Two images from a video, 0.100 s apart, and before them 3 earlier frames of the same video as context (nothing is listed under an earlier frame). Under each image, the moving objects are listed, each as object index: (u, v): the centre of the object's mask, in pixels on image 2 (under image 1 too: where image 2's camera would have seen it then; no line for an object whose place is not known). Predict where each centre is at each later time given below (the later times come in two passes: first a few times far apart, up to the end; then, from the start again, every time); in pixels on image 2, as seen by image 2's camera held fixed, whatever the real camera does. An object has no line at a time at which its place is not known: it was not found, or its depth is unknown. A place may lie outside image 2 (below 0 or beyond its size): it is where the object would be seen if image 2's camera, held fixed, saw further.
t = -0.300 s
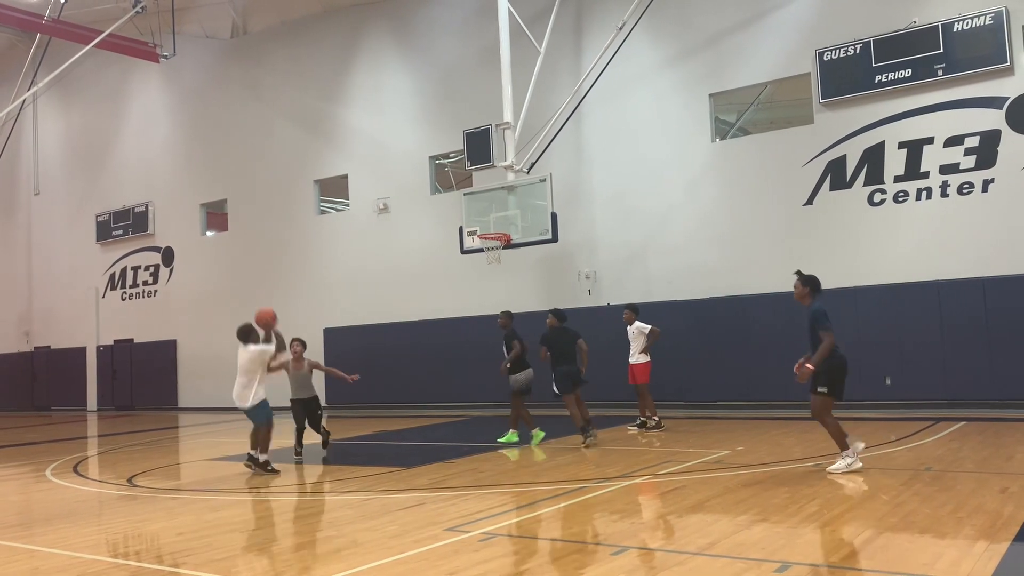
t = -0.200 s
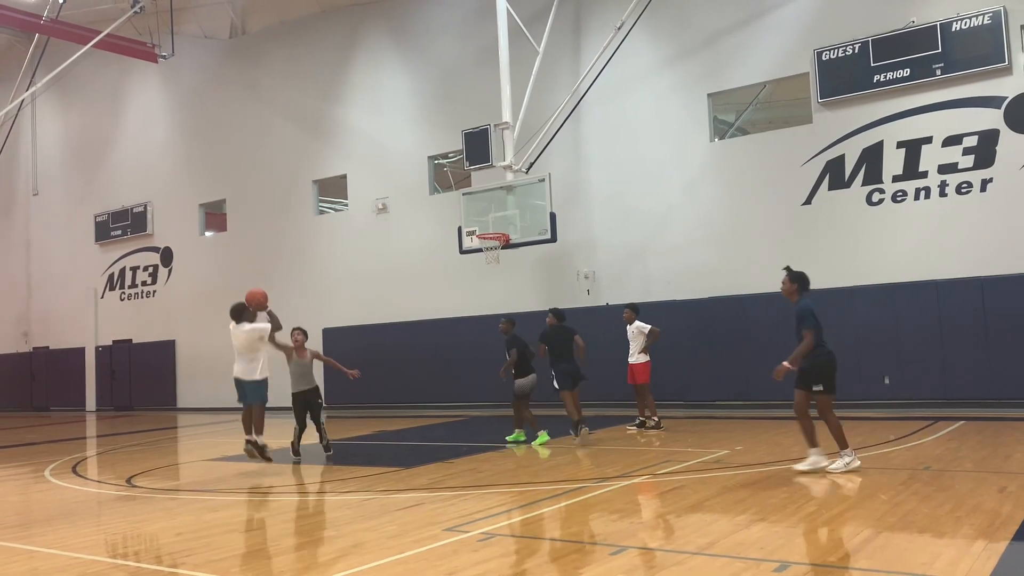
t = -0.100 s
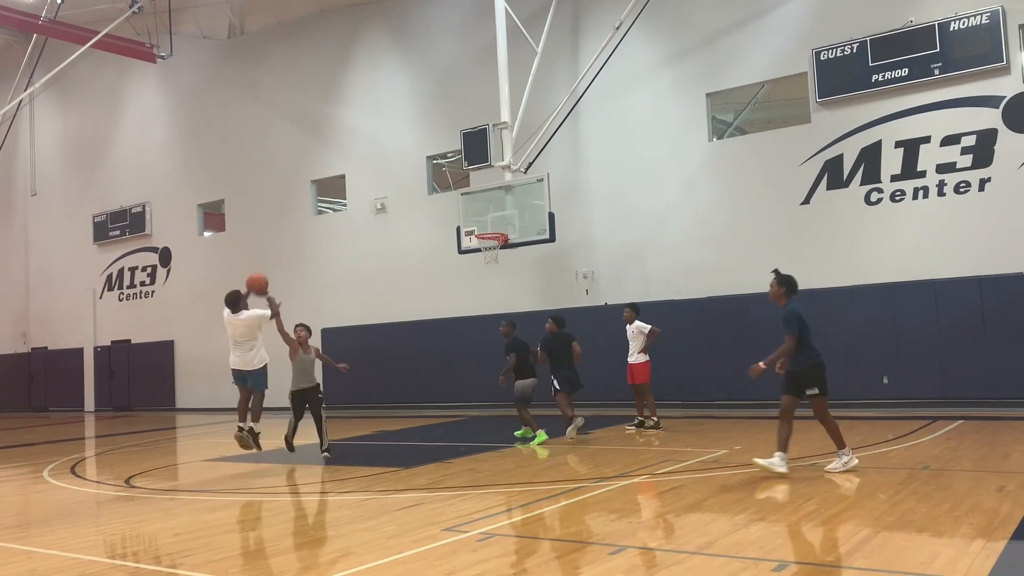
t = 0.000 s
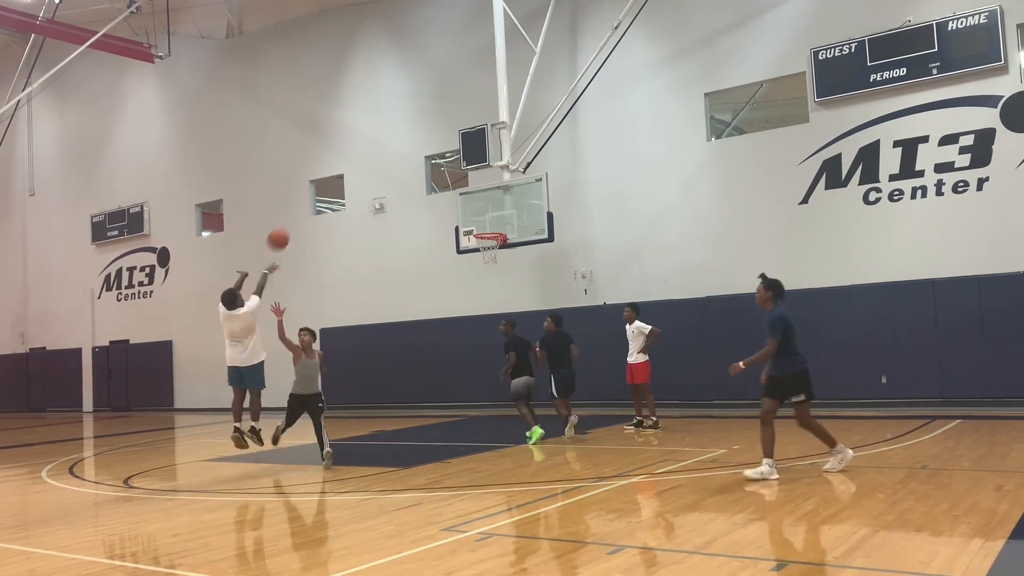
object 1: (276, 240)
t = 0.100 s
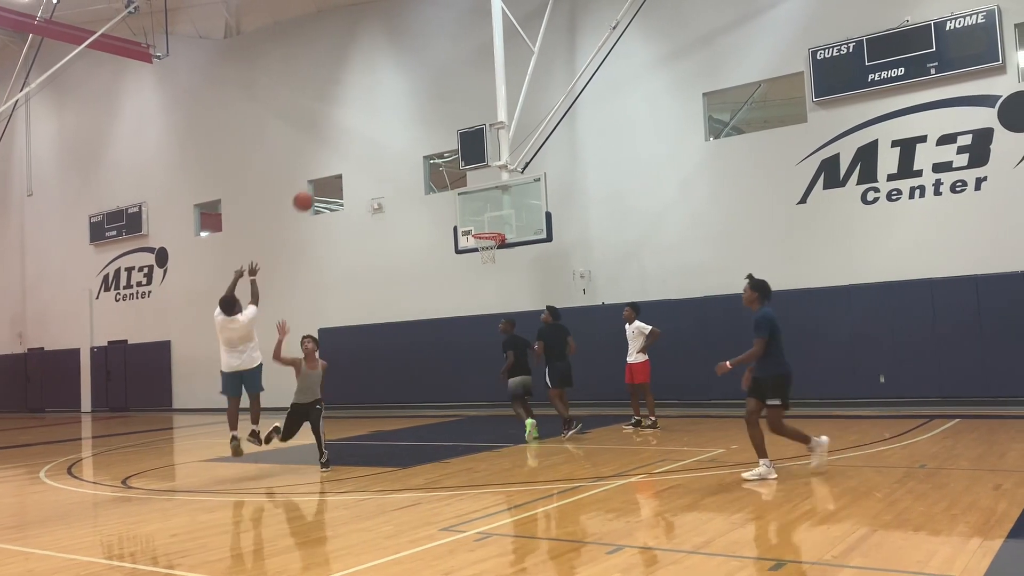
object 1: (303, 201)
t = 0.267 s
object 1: (343, 161)
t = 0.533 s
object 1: (398, 149)
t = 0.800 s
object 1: (445, 183)
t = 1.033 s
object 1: (471, 225)
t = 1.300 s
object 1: (442, 213)
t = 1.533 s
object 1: (417, 241)
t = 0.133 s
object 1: (311, 191)
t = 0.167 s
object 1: (319, 182)
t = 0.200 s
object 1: (328, 173)
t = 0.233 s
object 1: (335, 167)
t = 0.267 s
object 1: (343, 161)
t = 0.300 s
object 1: (350, 157)
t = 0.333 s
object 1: (358, 153)
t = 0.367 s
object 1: (365, 150)
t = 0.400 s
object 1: (372, 148)
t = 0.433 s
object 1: (378, 147)
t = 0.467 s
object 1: (385, 147)
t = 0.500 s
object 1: (392, 147)
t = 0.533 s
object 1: (398, 149)
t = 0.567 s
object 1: (404, 151)
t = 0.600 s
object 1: (411, 153)
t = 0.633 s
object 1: (416, 157)
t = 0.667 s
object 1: (422, 161)
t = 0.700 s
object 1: (428, 165)
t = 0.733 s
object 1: (434, 171)
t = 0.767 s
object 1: (439, 176)
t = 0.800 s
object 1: (445, 183)
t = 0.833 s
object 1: (451, 190)
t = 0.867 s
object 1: (456, 197)
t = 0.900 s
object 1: (461, 205)
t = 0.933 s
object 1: (466, 214)
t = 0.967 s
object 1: (471, 223)
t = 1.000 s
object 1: (474, 229)
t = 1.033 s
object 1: (471, 225)
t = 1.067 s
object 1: (467, 221)
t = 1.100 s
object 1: (464, 218)
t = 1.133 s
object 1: (460, 215)
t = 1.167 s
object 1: (457, 213)
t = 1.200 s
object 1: (453, 212)
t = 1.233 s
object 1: (449, 212)
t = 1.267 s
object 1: (446, 212)
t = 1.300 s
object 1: (442, 213)
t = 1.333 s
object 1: (439, 215)
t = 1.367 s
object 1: (435, 217)
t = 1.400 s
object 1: (431, 220)
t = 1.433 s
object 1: (428, 224)
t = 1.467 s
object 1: (424, 229)
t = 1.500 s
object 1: (420, 235)
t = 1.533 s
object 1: (417, 241)
